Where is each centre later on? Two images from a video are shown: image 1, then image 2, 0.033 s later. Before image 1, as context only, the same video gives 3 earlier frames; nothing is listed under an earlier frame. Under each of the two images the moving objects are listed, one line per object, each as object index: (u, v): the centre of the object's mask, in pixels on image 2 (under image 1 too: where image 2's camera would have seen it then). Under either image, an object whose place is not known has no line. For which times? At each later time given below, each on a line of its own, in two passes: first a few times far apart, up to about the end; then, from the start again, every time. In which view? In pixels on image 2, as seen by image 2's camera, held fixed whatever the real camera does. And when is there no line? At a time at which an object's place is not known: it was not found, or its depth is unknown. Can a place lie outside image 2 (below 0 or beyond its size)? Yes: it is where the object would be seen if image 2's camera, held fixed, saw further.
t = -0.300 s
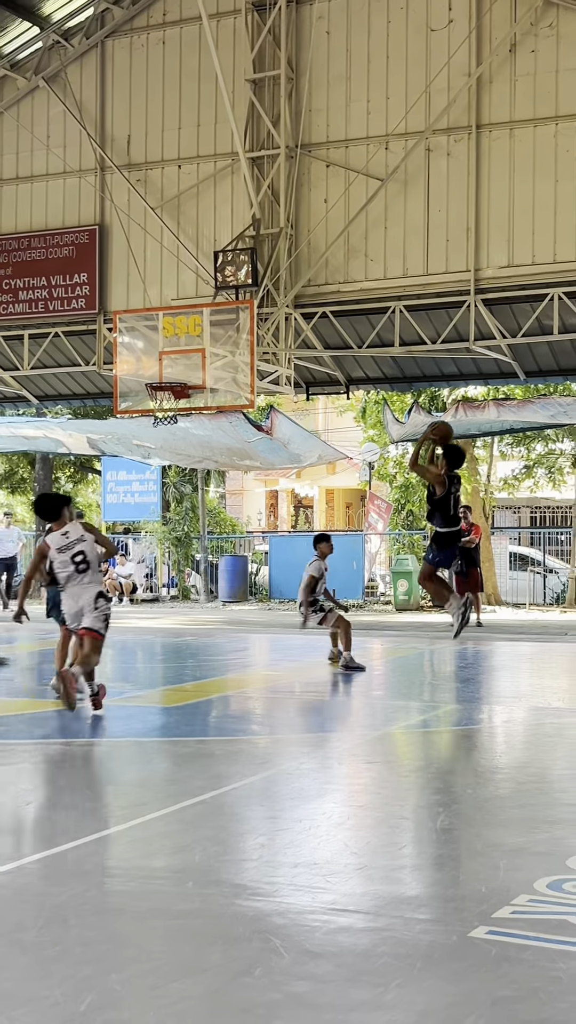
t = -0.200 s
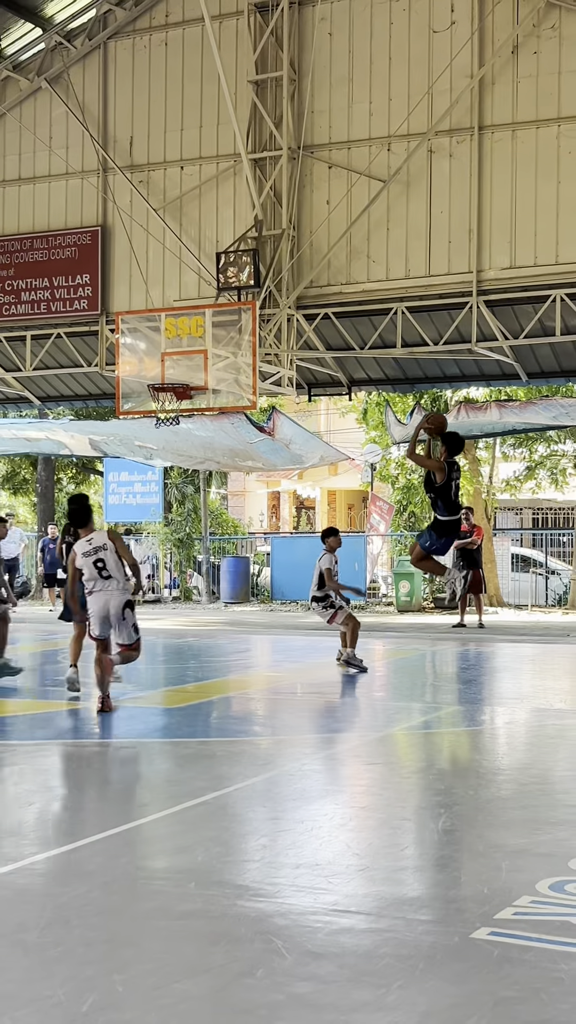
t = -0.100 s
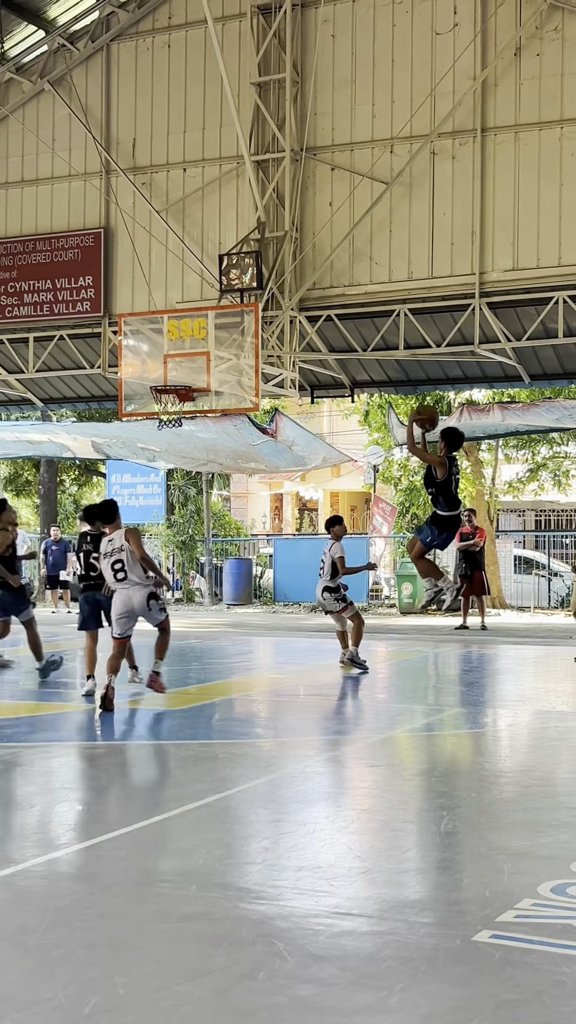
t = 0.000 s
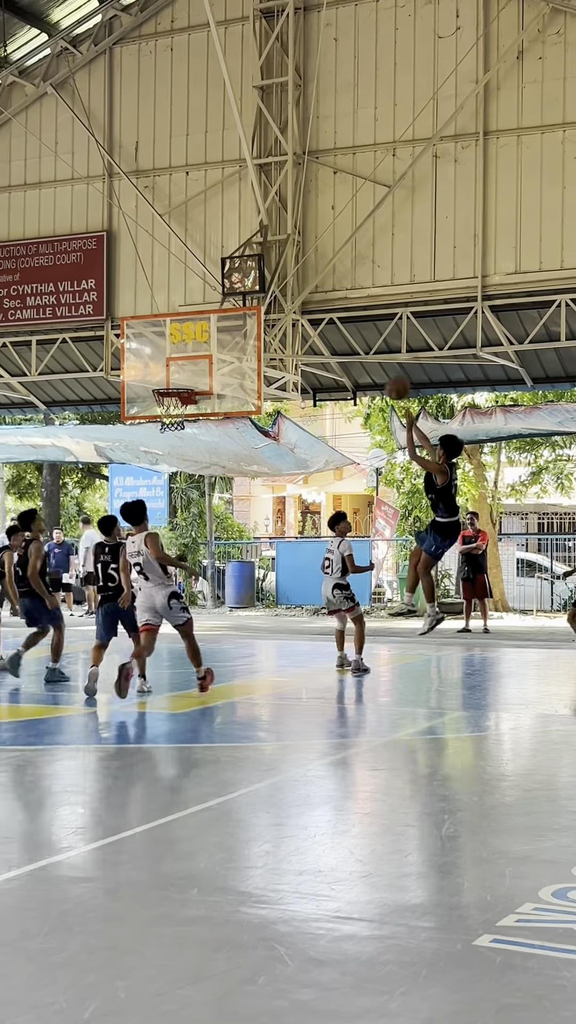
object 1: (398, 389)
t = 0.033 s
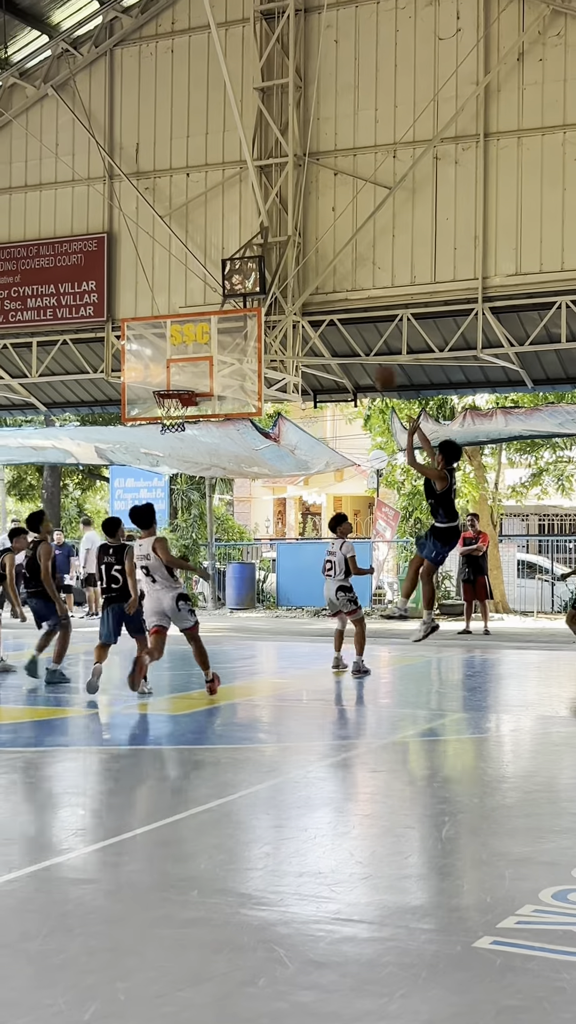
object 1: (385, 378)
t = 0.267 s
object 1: (295, 335)
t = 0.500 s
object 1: (217, 346)
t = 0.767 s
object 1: (175, 373)
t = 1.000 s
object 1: (217, 358)
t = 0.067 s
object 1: (371, 368)
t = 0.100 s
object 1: (358, 359)
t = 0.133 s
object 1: (345, 352)
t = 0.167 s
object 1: (332, 346)
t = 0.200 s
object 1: (319, 342)
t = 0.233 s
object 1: (307, 338)
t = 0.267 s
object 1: (295, 335)
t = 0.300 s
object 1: (284, 334)
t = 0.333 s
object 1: (272, 334)
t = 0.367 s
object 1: (261, 334)
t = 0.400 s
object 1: (249, 336)
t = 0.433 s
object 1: (239, 338)
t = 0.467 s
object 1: (228, 342)
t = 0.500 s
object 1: (217, 346)
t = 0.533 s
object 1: (207, 352)
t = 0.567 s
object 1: (197, 358)
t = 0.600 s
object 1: (187, 365)
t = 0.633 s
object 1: (177, 373)
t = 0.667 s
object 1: (168, 382)
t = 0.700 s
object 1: (164, 384)
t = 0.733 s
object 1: (170, 379)
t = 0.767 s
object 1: (175, 373)
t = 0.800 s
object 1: (181, 368)
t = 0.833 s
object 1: (187, 364)
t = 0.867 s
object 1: (193, 361)
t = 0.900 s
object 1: (199, 359)
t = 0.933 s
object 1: (205, 357)
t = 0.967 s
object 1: (211, 357)
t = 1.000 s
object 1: (217, 358)
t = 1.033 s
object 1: (223, 359)
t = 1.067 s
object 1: (229, 362)
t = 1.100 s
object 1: (235, 366)
